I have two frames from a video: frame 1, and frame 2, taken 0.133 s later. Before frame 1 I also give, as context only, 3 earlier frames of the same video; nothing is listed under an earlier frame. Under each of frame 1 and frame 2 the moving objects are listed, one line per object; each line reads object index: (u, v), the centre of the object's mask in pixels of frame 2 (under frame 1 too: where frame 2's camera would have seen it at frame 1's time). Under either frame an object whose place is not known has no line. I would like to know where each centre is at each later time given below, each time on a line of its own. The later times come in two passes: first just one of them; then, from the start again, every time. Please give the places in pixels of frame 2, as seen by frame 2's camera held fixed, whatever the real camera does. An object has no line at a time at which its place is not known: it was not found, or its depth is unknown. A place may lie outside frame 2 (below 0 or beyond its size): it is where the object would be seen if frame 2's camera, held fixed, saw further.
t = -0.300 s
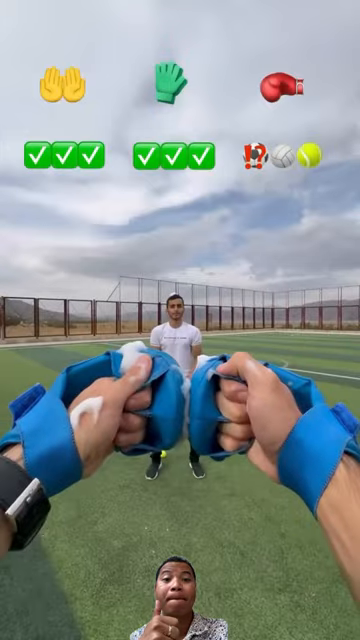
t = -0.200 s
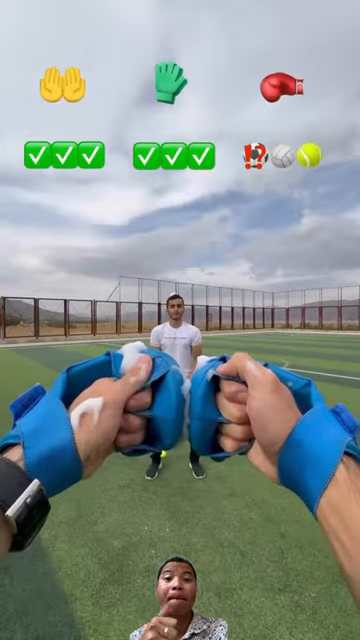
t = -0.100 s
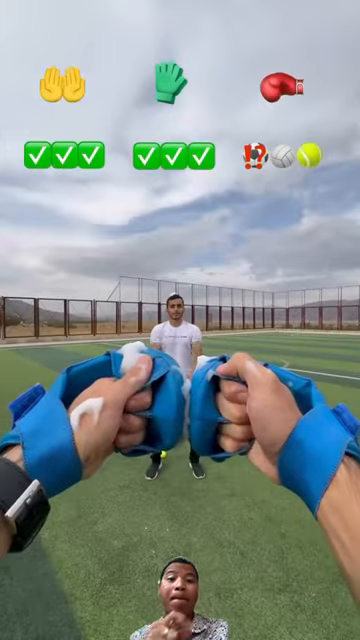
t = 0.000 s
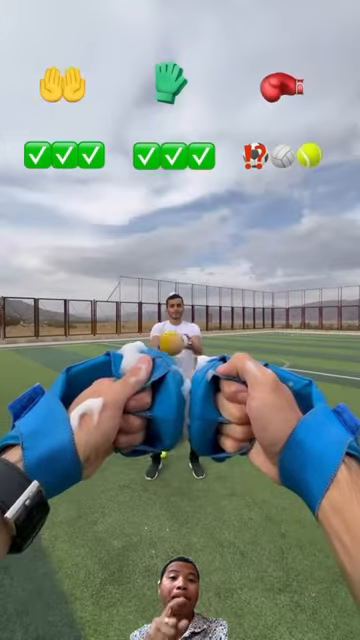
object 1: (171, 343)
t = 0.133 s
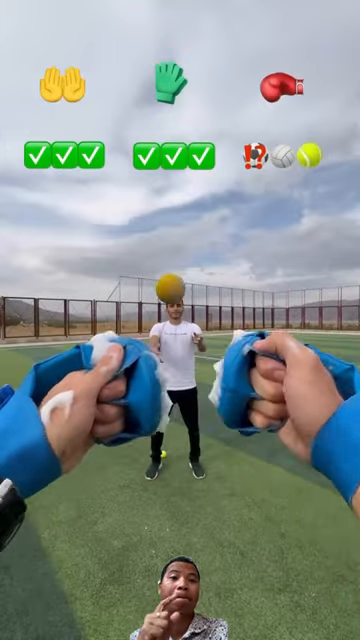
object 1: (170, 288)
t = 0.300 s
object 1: (167, 233)
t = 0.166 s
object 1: (170, 275)
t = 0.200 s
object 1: (169, 263)
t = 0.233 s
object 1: (169, 252)
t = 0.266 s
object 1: (168, 242)
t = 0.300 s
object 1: (167, 233)
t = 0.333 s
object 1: (166, 225)
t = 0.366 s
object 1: (165, 219)
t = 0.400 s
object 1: (164, 215)
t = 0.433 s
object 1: (163, 215)
